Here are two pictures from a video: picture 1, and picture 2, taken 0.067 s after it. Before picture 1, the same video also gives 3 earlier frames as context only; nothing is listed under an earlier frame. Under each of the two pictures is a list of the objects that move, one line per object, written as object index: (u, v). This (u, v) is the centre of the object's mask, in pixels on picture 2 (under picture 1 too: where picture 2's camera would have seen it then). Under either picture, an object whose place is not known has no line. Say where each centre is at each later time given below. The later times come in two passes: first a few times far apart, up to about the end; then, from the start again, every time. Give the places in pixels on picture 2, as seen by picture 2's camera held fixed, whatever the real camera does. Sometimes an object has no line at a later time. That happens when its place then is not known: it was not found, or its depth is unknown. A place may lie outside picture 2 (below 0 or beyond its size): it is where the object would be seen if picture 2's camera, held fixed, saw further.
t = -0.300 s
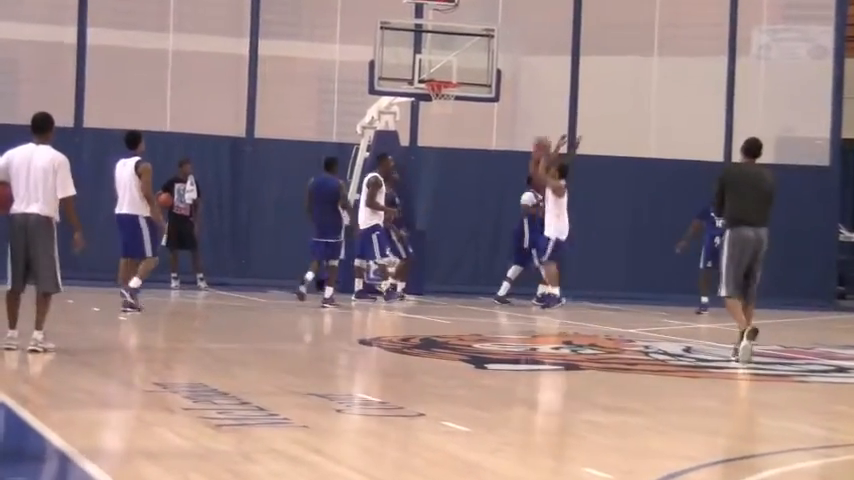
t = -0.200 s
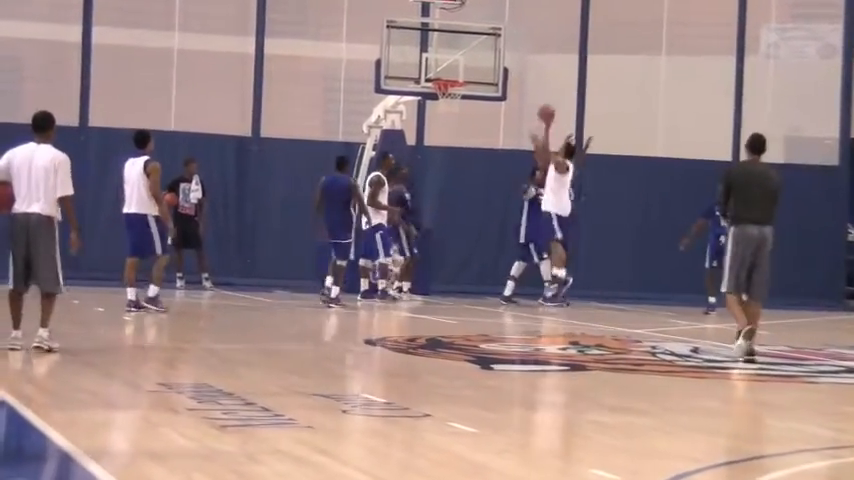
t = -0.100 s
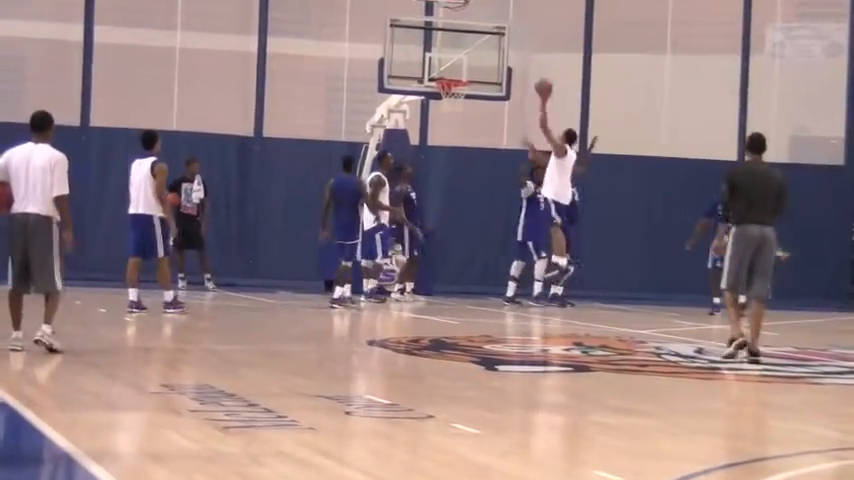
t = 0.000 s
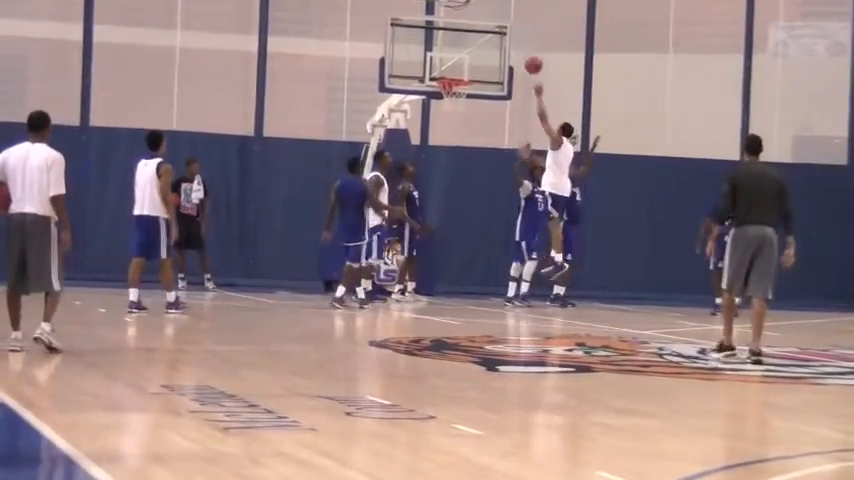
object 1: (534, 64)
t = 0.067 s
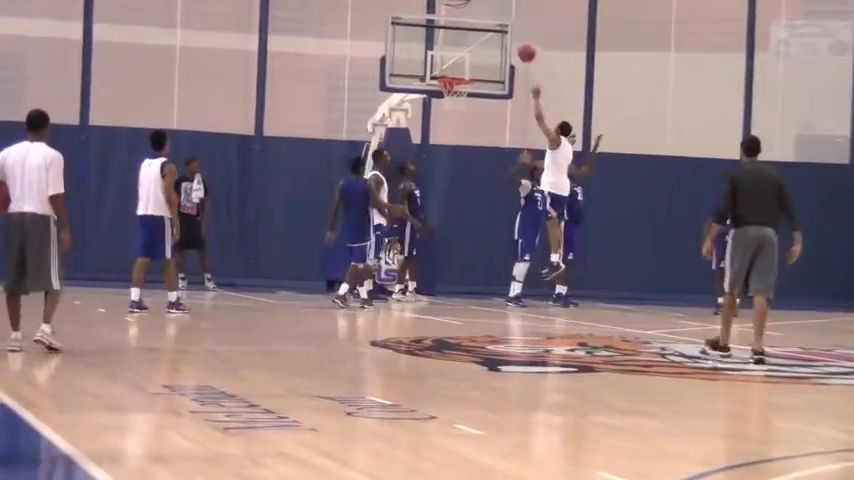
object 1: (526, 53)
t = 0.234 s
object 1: (506, 40)
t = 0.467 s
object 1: (478, 56)
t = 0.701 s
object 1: (450, 97)
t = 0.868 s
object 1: (437, 128)
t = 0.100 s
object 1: (522, 49)
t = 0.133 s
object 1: (519, 45)
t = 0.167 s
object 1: (514, 42)
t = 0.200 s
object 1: (510, 41)
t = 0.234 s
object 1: (506, 40)
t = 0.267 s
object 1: (503, 40)
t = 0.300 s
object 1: (499, 41)
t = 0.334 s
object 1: (495, 42)
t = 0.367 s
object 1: (490, 45)
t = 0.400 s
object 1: (486, 47)
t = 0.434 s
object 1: (482, 51)
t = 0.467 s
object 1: (478, 56)
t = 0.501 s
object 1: (474, 61)
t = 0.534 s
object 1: (470, 67)
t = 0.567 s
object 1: (466, 72)
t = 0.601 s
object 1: (461, 87)
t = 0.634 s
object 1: (456, 87)
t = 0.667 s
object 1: (455, 96)
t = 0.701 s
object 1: (450, 97)
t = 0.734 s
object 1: (448, 100)
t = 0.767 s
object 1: (445, 108)
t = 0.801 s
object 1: (442, 114)
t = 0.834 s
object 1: (439, 120)
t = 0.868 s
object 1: (437, 128)
